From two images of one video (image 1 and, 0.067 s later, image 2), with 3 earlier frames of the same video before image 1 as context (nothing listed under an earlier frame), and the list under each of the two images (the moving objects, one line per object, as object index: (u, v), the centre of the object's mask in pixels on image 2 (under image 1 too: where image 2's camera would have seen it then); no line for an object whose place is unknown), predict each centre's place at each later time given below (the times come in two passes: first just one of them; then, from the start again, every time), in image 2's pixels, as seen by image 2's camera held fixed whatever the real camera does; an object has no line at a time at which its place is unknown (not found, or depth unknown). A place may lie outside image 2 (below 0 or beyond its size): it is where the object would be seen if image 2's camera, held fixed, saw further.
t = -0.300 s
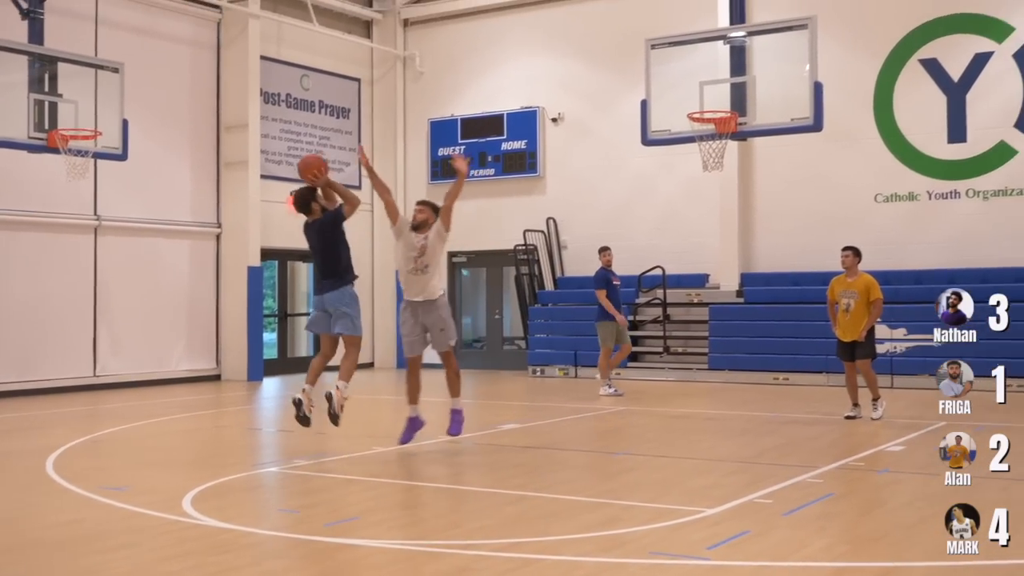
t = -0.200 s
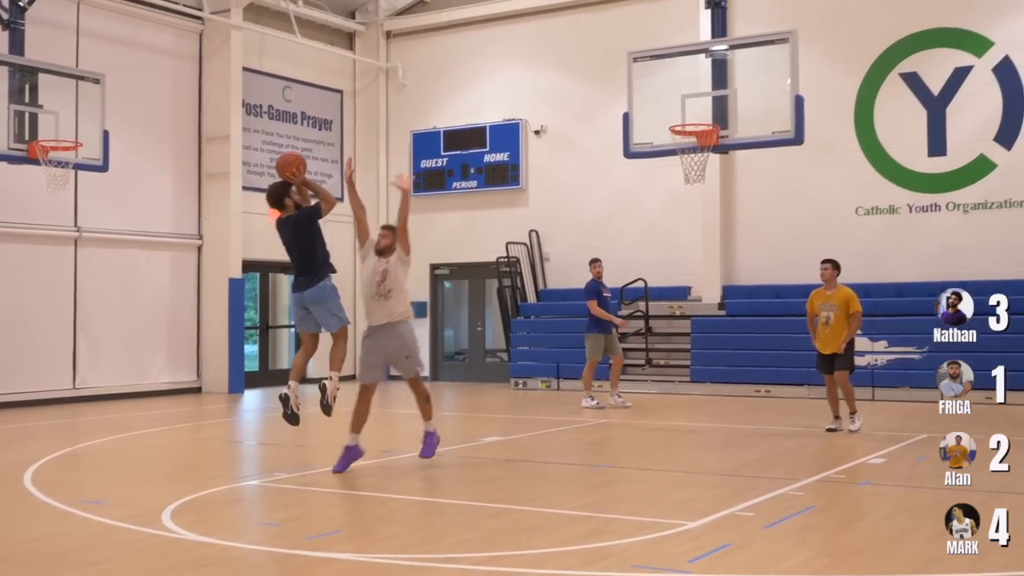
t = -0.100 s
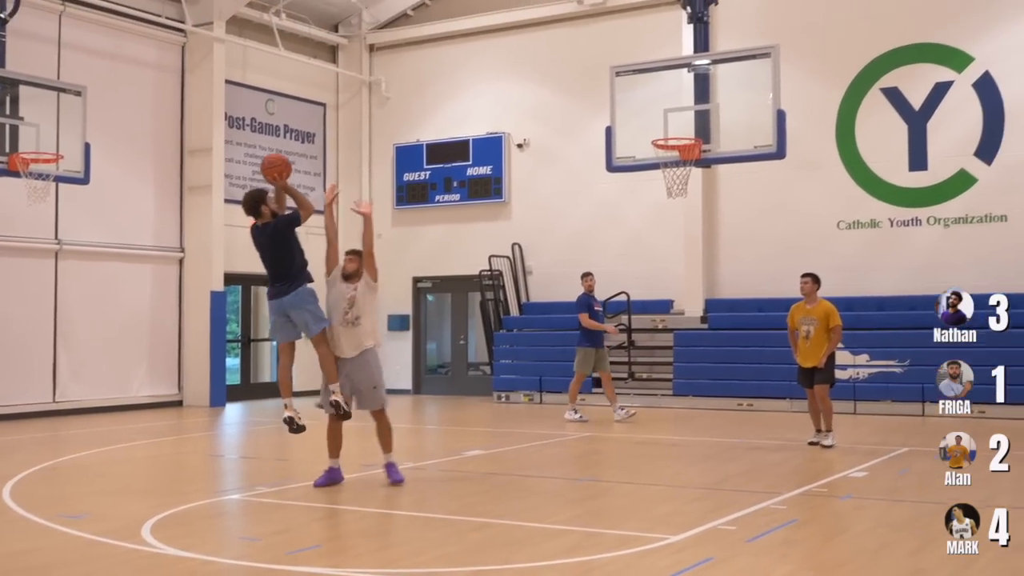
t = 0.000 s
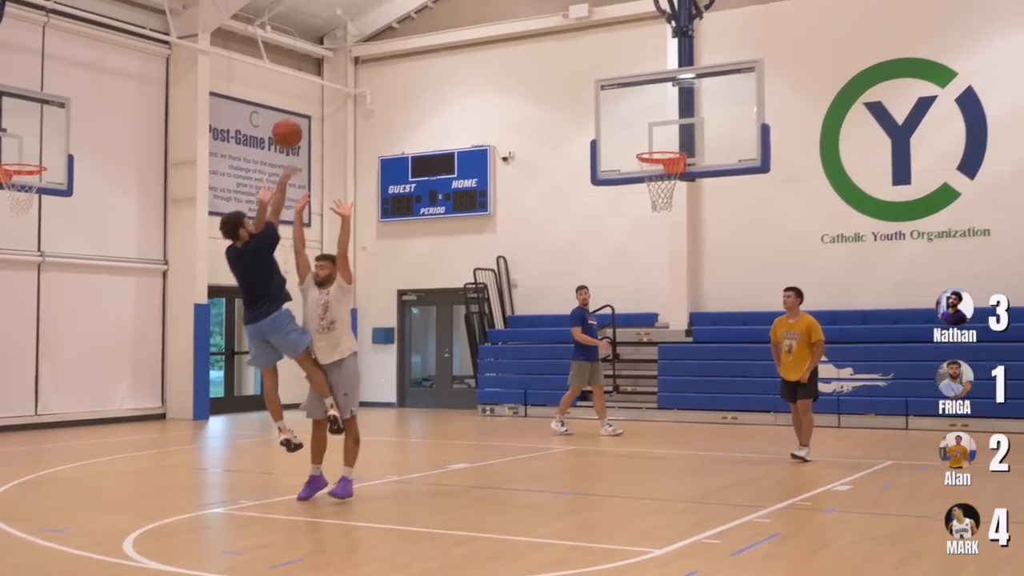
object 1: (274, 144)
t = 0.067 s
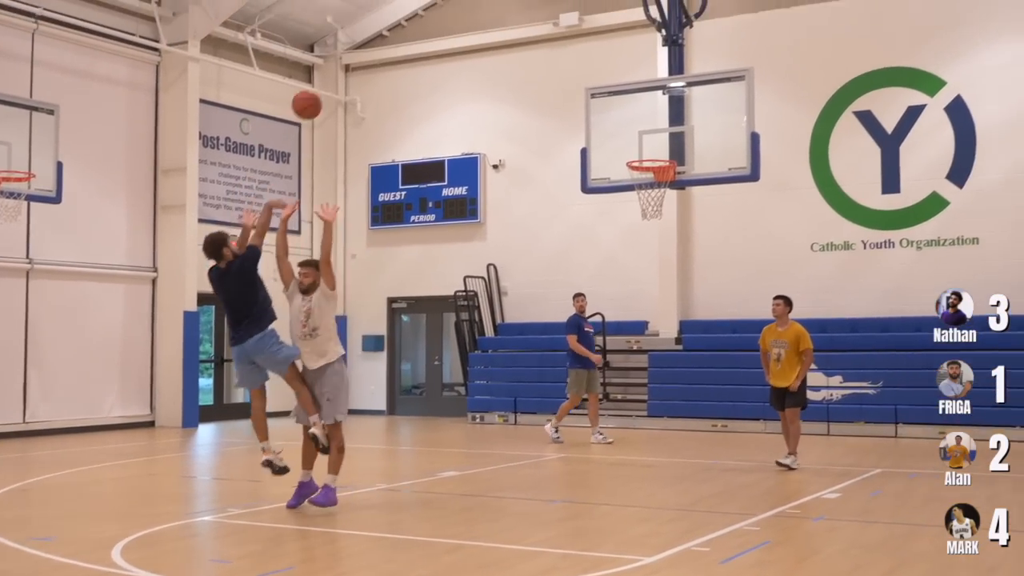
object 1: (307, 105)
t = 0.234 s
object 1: (373, 44)
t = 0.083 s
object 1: (314, 96)
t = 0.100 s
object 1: (322, 88)
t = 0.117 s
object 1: (329, 81)
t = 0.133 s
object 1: (335, 76)
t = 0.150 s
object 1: (341, 70)
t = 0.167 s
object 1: (347, 64)
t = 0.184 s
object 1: (354, 59)
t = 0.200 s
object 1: (361, 53)
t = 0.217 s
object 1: (366, 49)
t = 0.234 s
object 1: (373, 44)
